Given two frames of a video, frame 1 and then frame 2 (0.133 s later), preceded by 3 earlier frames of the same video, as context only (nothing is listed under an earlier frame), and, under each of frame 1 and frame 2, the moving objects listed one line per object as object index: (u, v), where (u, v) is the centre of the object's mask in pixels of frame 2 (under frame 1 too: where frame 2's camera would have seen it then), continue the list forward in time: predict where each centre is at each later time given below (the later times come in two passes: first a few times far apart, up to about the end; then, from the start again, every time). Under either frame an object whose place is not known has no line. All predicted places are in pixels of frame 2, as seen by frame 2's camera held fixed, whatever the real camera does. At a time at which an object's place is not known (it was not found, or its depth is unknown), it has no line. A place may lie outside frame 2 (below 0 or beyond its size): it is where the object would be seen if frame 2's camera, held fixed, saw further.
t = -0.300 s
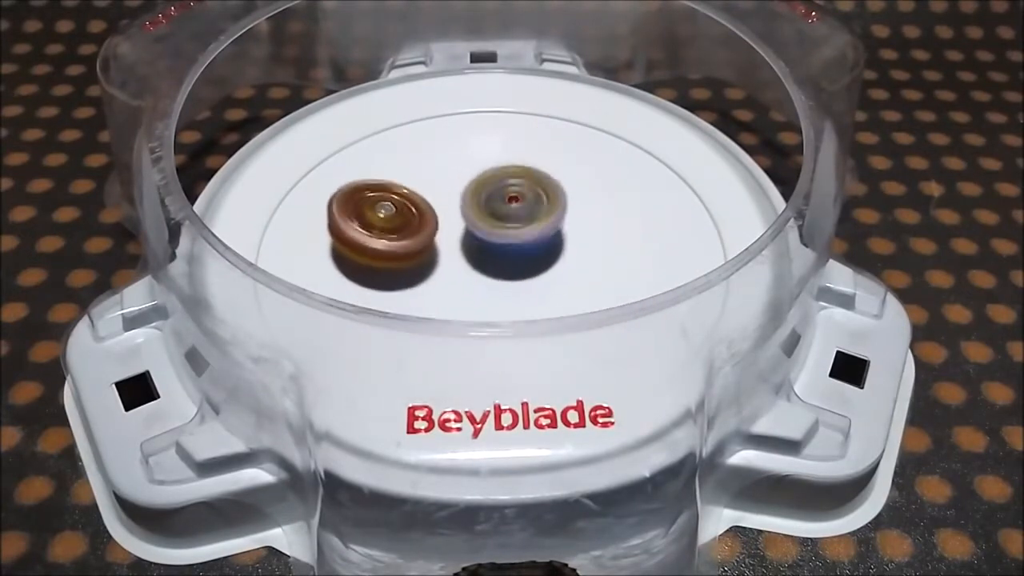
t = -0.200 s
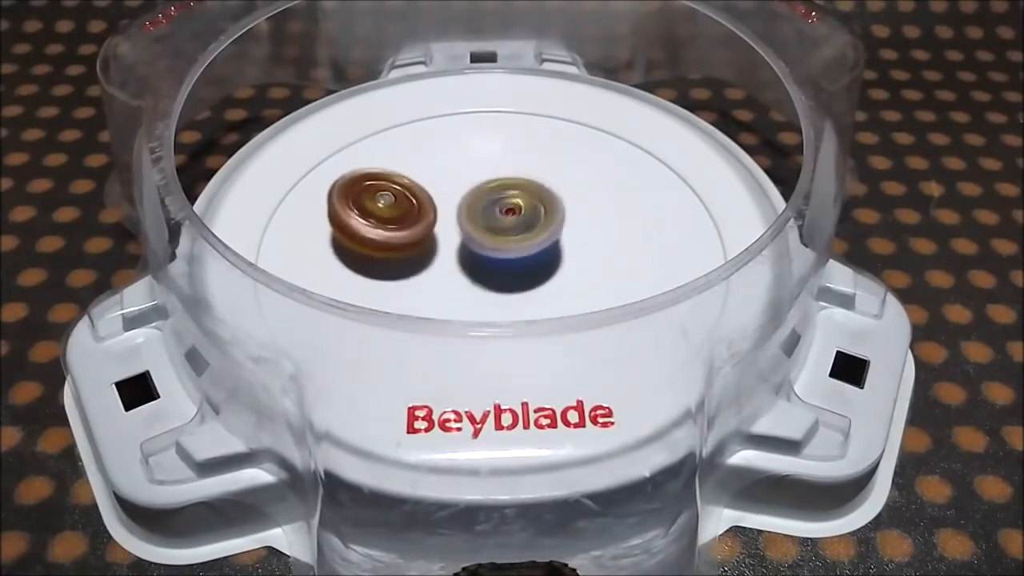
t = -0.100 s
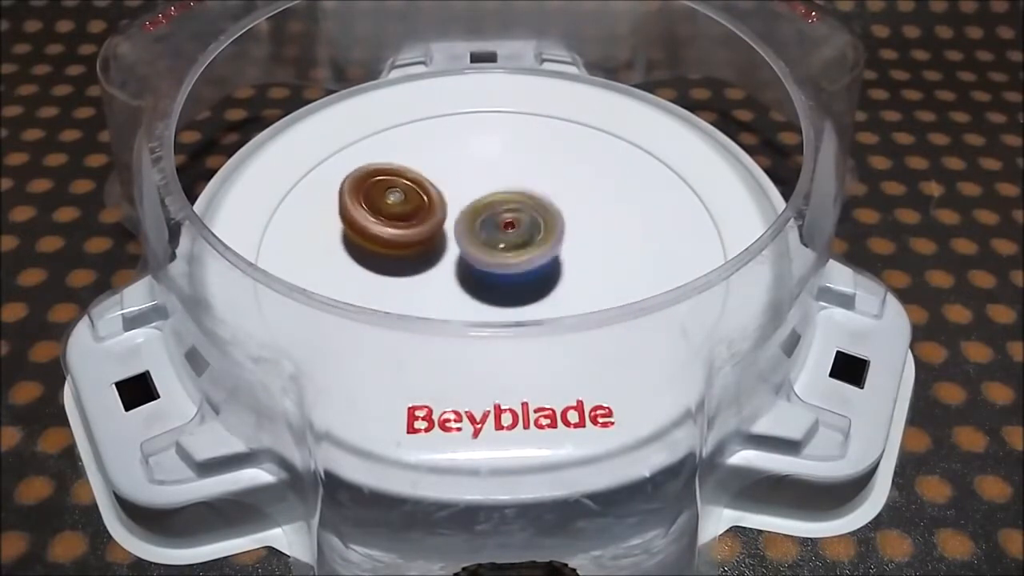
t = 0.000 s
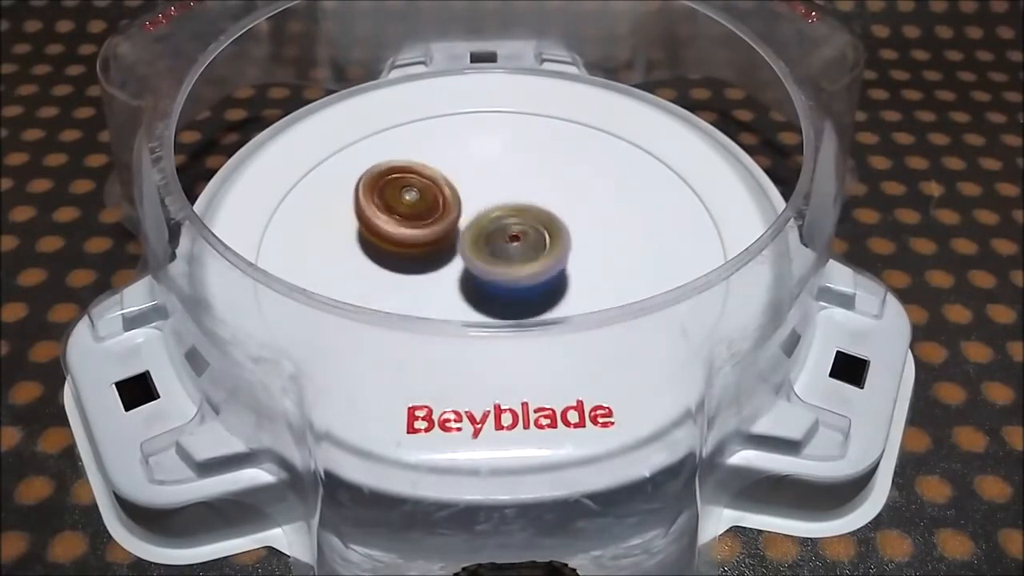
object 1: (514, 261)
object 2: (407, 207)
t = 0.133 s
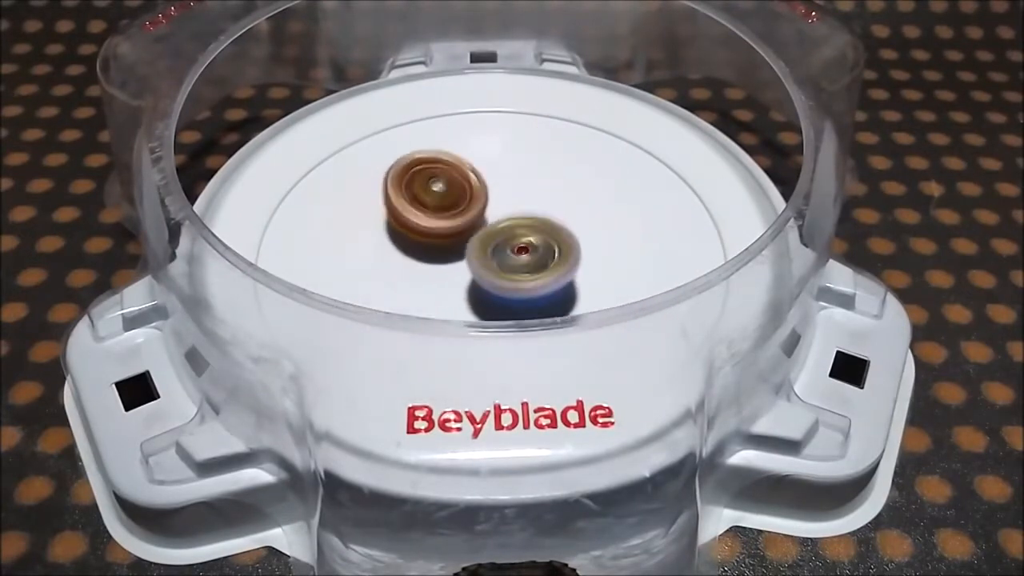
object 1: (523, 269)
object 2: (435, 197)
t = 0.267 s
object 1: (526, 270)
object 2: (468, 184)
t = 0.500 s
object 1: (498, 261)
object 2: (516, 169)
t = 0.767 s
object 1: (441, 265)
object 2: (540, 194)
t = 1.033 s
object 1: (460, 268)
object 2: (570, 236)
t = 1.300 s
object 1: (443, 246)
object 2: (585, 261)
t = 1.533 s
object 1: (445, 238)
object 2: (546, 279)
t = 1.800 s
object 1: (461, 208)
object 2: (479, 293)
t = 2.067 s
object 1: (470, 212)
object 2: (425, 284)
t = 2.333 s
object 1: (536, 229)
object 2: (410, 256)
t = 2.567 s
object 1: (543, 226)
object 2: (413, 215)
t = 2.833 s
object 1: (518, 264)
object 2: (437, 187)
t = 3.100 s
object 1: (534, 278)
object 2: (499, 189)
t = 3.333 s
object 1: (505, 274)
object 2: (556, 192)
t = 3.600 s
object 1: (428, 275)
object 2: (569, 226)
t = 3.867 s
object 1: (405, 268)
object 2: (561, 276)
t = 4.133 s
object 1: (451, 234)
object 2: (518, 292)
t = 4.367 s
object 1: (501, 207)
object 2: (459, 288)
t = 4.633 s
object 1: (543, 190)
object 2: (409, 270)
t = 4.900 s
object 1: (527, 227)
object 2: (410, 225)
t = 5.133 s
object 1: (517, 269)
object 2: (430, 192)
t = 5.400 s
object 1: (476, 288)
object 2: (488, 185)
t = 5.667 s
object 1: (448, 283)
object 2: (546, 202)
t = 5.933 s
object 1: (438, 251)
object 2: (571, 240)
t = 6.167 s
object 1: (460, 211)
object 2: (552, 277)
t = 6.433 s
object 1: (498, 189)
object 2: (489, 290)
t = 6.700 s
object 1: (527, 219)
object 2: (424, 279)
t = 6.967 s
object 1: (541, 262)
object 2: (412, 240)
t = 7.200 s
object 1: (531, 280)
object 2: (435, 203)
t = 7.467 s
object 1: (488, 278)
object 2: (487, 185)
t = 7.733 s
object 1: (445, 259)
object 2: (538, 200)
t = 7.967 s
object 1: (423, 225)
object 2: (561, 237)
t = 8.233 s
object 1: (439, 219)
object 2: (549, 277)
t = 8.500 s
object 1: (496, 208)
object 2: (492, 290)
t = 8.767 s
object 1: (530, 199)
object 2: (425, 278)
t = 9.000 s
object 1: (522, 226)
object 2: (412, 241)
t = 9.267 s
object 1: (521, 265)
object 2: (432, 194)
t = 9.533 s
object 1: (477, 273)
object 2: (494, 184)
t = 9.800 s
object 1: (444, 253)
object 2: (554, 214)
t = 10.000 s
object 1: (455, 228)
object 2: (568, 249)
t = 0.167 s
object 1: (523, 270)
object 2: (443, 194)
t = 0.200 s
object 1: (524, 270)
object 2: (452, 191)
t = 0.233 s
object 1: (526, 270)
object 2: (460, 187)
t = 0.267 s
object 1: (526, 270)
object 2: (468, 184)
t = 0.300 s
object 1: (525, 268)
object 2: (476, 180)
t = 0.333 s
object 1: (523, 268)
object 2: (484, 177)
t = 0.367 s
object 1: (520, 267)
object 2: (492, 174)
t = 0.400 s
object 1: (517, 266)
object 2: (498, 171)
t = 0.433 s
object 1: (512, 264)
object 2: (504, 169)
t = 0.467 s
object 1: (504, 262)
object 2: (510, 169)
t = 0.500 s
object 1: (498, 261)
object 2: (516, 169)
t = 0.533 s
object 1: (492, 260)
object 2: (521, 170)
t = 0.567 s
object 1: (484, 258)
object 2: (526, 171)
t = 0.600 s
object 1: (472, 258)
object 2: (530, 174)
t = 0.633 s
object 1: (462, 259)
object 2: (533, 177)
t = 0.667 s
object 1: (454, 261)
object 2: (534, 183)
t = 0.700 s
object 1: (448, 263)
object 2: (536, 188)
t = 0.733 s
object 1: (444, 263)
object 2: (537, 192)
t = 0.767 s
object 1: (441, 265)
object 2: (540, 194)
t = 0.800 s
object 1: (440, 265)
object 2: (543, 198)
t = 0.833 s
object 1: (440, 267)
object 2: (547, 203)
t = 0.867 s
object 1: (439, 267)
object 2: (551, 208)
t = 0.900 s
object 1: (441, 269)
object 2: (555, 214)
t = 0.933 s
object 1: (445, 269)
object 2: (559, 219)
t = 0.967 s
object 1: (450, 269)
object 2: (563, 225)
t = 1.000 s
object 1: (454, 268)
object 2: (566, 230)
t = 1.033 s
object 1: (460, 268)
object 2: (570, 236)
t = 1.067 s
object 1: (463, 266)
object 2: (575, 241)
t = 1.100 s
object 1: (460, 264)
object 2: (583, 244)
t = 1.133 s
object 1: (458, 261)
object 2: (588, 248)
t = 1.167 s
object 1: (455, 258)
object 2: (590, 250)
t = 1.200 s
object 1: (453, 256)
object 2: (590, 253)
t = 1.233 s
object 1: (450, 252)
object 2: (590, 256)
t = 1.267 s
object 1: (446, 249)
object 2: (588, 259)
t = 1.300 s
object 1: (443, 246)
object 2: (585, 261)
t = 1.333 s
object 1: (442, 245)
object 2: (581, 264)
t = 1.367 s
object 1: (440, 243)
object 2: (577, 267)
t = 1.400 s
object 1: (440, 242)
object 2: (572, 269)
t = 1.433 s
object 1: (440, 241)
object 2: (566, 272)
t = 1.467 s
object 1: (442, 240)
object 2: (560, 274)
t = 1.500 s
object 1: (443, 239)
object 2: (554, 277)
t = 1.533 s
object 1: (445, 238)
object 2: (546, 279)
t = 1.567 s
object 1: (448, 236)
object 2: (538, 282)
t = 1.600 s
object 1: (450, 233)
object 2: (529, 284)
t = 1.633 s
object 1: (455, 229)
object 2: (521, 286)
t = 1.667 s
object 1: (458, 224)
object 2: (513, 288)
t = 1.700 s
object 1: (460, 218)
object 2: (504, 290)
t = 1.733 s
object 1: (461, 214)
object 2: (496, 291)
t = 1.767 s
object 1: (461, 211)
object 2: (487, 292)
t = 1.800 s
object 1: (461, 208)
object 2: (479, 293)
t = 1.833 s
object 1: (460, 206)
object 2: (470, 293)
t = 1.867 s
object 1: (460, 205)
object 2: (462, 292)
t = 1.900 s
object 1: (460, 205)
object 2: (453, 291)
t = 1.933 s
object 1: (460, 205)
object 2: (446, 291)
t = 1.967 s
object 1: (461, 206)
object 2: (439, 289)
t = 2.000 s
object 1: (463, 208)
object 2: (434, 288)
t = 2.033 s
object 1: (466, 209)
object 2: (429, 286)
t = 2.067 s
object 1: (470, 212)
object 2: (425, 284)
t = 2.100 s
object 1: (475, 215)
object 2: (422, 282)
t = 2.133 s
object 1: (484, 220)
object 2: (420, 280)
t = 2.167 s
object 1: (493, 225)
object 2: (417, 278)
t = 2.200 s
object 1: (501, 228)
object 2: (415, 276)
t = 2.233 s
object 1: (511, 231)
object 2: (412, 272)
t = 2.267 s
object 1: (518, 231)
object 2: (412, 269)
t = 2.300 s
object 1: (527, 231)
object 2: (411, 262)
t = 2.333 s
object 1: (536, 229)
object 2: (410, 256)
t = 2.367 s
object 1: (539, 228)
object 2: (410, 250)
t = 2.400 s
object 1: (542, 227)
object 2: (409, 244)
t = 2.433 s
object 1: (545, 226)
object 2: (409, 237)
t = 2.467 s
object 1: (545, 225)
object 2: (410, 230)
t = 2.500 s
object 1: (545, 225)
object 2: (411, 223)
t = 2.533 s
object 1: (545, 225)
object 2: (411, 221)
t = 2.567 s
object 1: (543, 226)
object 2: (413, 215)
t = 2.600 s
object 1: (542, 227)
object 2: (414, 209)
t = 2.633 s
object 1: (538, 228)
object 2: (416, 203)
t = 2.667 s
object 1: (532, 230)
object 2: (418, 199)
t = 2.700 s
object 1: (526, 234)
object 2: (421, 196)
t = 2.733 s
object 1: (519, 240)
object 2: (423, 193)
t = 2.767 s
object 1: (516, 246)
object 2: (427, 190)
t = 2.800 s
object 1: (517, 254)
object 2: (430, 188)
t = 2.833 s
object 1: (518, 264)
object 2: (437, 187)
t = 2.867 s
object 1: (519, 268)
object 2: (442, 186)
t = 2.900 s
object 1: (521, 270)
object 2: (445, 187)
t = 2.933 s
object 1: (525, 274)
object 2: (456, 186)
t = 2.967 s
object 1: (527, 276)
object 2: (463, 186)
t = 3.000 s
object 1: (530, 277)
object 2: (472, 187)
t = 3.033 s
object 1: (534, 278)
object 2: (481, 187)
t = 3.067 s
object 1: (534, 278)
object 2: (490, 187)
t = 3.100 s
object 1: (534, 278)
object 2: (499, 189)
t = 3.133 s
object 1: (536, 278)
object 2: (508, 188)
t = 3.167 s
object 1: (534, 278)
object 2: (516, 190)
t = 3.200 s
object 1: (531, 276)
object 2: (524, 189)
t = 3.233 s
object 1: (529, 275)
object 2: (532, 189)
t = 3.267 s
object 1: (522, 274)
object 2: (540, 191)
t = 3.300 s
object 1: (512, 275)
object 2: (547, 191)
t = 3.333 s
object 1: (505, 274)
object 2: (556, 192)
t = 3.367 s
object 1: (497, 275)
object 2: (561, 195)
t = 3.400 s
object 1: (489, 276)
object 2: (564, 197)
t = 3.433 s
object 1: (477, 277)
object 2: (566, 202)
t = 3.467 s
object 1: (468, 277)
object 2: (568, 206)
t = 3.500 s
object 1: (458, 277)
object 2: (569, 210)
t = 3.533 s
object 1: (448, 277)
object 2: (569, 215)
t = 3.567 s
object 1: (438, 277)
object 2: (569, 220)
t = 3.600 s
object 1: (428, 275)
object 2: (569, 226)
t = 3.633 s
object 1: (420, 274)
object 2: (569, 232)
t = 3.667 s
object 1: (412, 274)
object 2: (568, 239)
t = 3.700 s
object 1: (406, 274)
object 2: (568, 246)
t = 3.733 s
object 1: (403, 273)
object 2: (568, 253)
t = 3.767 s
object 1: (402, 271)
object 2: (567, 260)
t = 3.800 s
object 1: (403, 271)
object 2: (566, 267)
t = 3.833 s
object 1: (404, 270)
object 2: (563, 273)
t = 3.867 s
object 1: (405, 268)
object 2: (561, 276)
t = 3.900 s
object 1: (409, 267)
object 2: (558, 278)
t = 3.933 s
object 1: (416, 265)
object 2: (554, 281)
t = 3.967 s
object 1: (420, 263)
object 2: (549, 283)
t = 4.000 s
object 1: (429, 260)
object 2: (543, 285)
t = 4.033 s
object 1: (434, 254)
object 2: (537, 287)
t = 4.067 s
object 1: (439, 248)
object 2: (530, 289)
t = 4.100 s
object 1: (445, 240)
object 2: (525, 290)
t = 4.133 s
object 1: (451, 234)
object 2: (518, 292)
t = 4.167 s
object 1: (457, 228)
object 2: (511, 292)
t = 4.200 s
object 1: (463, 223)
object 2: (503, 293)
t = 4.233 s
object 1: (471, 218)
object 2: (495, 293)
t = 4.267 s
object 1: (479, 214)
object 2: (486, 292)
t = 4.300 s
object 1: (487, 211)
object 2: (477, 291)
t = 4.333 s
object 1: (494, 209)
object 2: (468, 290)
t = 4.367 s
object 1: (501, 207)
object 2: (459, 288)
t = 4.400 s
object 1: (507, 205)
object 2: (450, 287)
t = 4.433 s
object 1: (515, 202)
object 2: (442, 285)
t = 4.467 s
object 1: (521, 199)
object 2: (433, 283)
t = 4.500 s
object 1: (529, 196)
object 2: (426, 281)
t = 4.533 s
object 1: (535, 193)
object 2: (420, 278)
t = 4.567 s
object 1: (540, 191)
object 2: (415, 276)
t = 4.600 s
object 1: (542, 190)
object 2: (412, 273)
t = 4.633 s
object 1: (543, 190)
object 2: (409, 270)
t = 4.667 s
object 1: (545, 191)
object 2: (406, 263)
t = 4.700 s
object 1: (543, 193)
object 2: (405, 258)
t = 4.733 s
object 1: (542, 196)
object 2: (405, 253)
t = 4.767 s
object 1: (540, 199)
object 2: (404, 247)
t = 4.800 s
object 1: (536, 206)
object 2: (405, 242)
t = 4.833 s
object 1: (534, 212)
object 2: (406, 236)
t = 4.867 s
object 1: (530, 220)
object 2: (408, 230)
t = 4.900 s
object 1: (527, 227)
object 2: (410, 225)
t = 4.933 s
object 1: (525, 233)
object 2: (412, 220)
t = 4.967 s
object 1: (524, 240)
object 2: (414, 215)
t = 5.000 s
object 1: (524, 247)
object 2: (415, 208)
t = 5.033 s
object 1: (523, 253)
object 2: (418, 203)
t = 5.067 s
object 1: (522, 259)
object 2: (421, 199)
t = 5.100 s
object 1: (520, 265)
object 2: (425, 196)
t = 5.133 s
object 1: (517, 269)
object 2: (430, 192)
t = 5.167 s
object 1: (514, 272)
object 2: (436, 190)
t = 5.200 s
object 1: (511, 275)
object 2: (442, 189)
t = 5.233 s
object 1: (507, 277)
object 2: (449, 188)
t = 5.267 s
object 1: (502, 280)
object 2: (456, 185)
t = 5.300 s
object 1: (497, 283)
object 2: (464, 184)
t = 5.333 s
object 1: (490, 285)
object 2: (472, 184)
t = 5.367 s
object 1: (484, 287)
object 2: (479, 185)
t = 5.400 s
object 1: (476, 288)
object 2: (488, 185)
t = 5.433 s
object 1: (470, 290)
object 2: (496, 186)
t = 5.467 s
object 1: (466, 291)
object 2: (504, 187)
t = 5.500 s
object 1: (462, 290)
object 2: (512, 188)
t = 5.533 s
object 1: (459, 290)
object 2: (519, 190)
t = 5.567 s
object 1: (457, 289)
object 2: (526, 193)
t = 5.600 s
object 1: (454, 288)
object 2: (532, 195)
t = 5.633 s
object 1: (450, 285)
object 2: (540, 199)
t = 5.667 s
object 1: (448, 283)
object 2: (546, 202)
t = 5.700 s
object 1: (445, 280)
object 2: (552, 206)
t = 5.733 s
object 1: (442, 277)
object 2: (558, 209)
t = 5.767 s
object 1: (441, 274)
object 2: (562, 214)
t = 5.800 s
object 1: (439, 270)
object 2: (566, 218)
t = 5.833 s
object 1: (438, 266)
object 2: (569, 224)
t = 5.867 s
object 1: (437, 263)
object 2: (570, 229)
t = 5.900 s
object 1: (438, 257)
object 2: (571, 235)
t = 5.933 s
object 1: (438, 251)
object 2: (571, 240)
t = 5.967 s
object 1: (439, 246)
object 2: (571, 246)
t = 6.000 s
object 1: (443, 237)
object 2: (570, 255)
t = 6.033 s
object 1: (443, 234)
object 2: (569, 258)
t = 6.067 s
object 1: (449, 226)
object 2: (565, 265)
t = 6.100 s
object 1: (452, 221)
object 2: (562, 270)
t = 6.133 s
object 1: (455, 218)
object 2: (560, 272)
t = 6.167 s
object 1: (460, 211)
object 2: (552, 277)
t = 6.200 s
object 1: (465, 207)
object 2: (546, 280)
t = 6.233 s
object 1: (471, 202)
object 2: (539, 282)
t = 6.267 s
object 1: (476, 198)
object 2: (532, 284)
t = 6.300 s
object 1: (482, 195)
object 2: (524, 286)
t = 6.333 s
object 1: (487, 192)
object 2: (517, 288)
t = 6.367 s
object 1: (492, 190)
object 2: (508, 289)
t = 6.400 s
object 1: (494, 189)
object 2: (499, 290)
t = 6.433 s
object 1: (498, 189)
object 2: (489, 290)
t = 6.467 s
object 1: (501, 190)
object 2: (480, 289)
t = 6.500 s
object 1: (504, 192)
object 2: (470, 289)
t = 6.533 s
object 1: (506, 195)
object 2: (462, 288)
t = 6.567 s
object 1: (510, 199)
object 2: (452, 286)
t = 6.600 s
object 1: (515, 203)
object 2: (443, 285)
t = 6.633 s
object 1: (519, 208)
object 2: (436, 283)
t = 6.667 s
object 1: (524, 213)
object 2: (430, 281)
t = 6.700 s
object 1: (527, 219)
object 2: (424, 279)
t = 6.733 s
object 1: (531, 224)
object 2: (419, 276)
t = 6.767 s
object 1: (533, 229)
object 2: (416, 273)
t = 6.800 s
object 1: (536, 235)
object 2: (413, 270)
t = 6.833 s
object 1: (537, 240)
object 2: (411, 263)
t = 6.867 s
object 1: (539, 246)
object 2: (411, 257)
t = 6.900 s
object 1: (540, 251)
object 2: (410, 252)
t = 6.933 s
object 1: (541, 257)
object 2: (411, 246)
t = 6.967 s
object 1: (541, 262)
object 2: (412, 240)
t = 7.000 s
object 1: (541, 265)
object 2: (414, 234)
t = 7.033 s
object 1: (540, 268)
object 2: (416, 228)
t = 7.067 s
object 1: (538, 272)
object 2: (420, 223)
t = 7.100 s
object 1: (537, 274)
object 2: (423, 217)
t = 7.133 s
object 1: (535, 277)
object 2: (427, 211)
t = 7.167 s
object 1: (534, 278)
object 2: (430, 205)
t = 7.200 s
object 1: (531, 280)
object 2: (435, 203)
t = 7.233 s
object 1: (528, 281)
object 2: (440, 198)
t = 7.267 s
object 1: (524, 282)
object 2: (446, 196)
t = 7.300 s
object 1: (519, 282)
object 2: (452, 193)
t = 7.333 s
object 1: (513, 282)
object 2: (458, 191)
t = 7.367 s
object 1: (508, 282)
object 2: (466, 188)
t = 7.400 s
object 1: (501, 281)
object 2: (473, 187)
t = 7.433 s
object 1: (496, 280)
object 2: (480, 185)
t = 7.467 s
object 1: (488, 278)
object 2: (487, 185)
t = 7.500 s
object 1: (482, 277)
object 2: (495, 184)
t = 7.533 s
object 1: (474, 274)
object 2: (502, 185)
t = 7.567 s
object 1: (472, 273)
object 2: (505, 184)
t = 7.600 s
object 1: (466, 272)
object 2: (513, 187)
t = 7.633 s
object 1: (461, 269)
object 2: (519, 190)
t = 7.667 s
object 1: (455, 266)
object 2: (525, 193)
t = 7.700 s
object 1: (450, 263)
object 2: (532, 196)
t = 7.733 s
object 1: (445, 259)
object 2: (538, 200)
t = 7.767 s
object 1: (441, 254)
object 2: (542, 205)
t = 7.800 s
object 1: (436, 249)
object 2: (546, 210)
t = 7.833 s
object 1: (434, 244)
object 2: (550, 214)
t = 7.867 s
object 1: (430, 239)
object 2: (553, 220)
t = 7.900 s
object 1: (428, 234)
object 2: (556, 225)
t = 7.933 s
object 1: (425, 229)
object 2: (559, 230)
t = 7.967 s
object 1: (423, 225)
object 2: (561, 237)
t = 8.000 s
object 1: (422, 221)
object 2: (562, 243)
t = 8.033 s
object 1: (421, 219)
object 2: (561, 249)
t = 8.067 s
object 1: (423, 217)
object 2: (561, 255)
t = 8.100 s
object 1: (423, 216)
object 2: (560, 261)
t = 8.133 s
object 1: (427, 216)
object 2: (559, 265)
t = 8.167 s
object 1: (430, 216)
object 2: (556, 271)
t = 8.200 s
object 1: (435, 217)
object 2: (553, 274)
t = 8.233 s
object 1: (439, 219)
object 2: (549, 277)
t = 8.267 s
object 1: (447, 220)
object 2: (544, 279)
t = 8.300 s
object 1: (455, 221)
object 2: (538, 282)
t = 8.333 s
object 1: (460, 220)
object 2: (531, 283)
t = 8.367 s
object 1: (468, 220)
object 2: (524, 284)
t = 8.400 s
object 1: (476, 216)
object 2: (517, 287)
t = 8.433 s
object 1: (484, 213)
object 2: (510, 289)
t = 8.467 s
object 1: (490, 210)
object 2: (501, 290)
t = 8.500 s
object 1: (496, 208)
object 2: (492, 290)
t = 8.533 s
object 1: (501, 206)
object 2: (483, 290)
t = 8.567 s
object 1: (507, 205)
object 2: (473, 290)
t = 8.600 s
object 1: (513, 204)
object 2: (463, 288)
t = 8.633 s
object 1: (519, 202)
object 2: (455, 287)
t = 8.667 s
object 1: (524, 200)
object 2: (446, 286)
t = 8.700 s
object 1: (527, 199)
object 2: (437, 283)
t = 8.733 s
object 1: (530, 198)
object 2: (431, 282)
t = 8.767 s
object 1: (530, 199)
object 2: (425, 278)
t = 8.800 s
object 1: (531, 200)
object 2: (421, 275)
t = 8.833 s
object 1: (530, 202)
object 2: (417, 271)
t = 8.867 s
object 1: (529, 206)
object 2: (415, 267)
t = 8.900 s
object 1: (528, 210)
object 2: (413, 260)
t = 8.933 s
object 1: (526, 216)
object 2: (412, 255)
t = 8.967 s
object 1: (524, 222)
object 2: (411, 248)
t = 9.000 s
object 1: (522, 226)
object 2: (412, 241)
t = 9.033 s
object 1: (522, 231)
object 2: (412, 236)
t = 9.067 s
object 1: (526, 238)
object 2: (411, 227)
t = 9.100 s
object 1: (526, 243)
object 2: (413, 220)
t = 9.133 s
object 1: (527, 246)
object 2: (415, 215)
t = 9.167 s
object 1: (528, 249)
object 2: (417, 208)
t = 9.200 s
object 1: (529, 254)
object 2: (421, 204)
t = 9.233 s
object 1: (526, 259)
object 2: (425, 200)
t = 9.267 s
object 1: (521, 265)
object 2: (432, 194)
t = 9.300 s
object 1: (518, 267)
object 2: (439, 191)
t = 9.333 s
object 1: (517, 268)
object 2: (441, 189)
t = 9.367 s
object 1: (509, 271)
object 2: (452, 187)
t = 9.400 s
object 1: (502, 272)
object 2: (459, 184)
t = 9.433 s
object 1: (499, 274)
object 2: (464, 184)
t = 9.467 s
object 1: (492, 274)
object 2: (476, 183)
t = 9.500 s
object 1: (485, 274)
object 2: (485, 182)
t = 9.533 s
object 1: (477, 273)
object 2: (494, 184)
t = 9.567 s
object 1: (471, 273)
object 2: (503, 184)
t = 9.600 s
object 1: (466, 272)
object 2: (511, 188)
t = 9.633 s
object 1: (462, 270)
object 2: (520, 191)
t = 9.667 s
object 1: (457, 267)
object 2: (529, 195)
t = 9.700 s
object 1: (452, 264)
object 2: (535, 199)
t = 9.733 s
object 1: (449, 261)
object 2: (542, 204)
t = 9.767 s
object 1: (446, 257)
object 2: (548, 208)
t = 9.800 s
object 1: (444, 253)
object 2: (554, 214)
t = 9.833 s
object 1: (444, 249)
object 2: (558, 219)
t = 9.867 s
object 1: (445, 244)
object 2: (561, 224)
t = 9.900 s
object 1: (447, 240)
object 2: (565, 230)
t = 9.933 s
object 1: (449, 235)
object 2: (567, 237)
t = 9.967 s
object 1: (451, 231)
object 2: (568, 243)
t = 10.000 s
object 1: (455, 228)
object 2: (568, 249)
